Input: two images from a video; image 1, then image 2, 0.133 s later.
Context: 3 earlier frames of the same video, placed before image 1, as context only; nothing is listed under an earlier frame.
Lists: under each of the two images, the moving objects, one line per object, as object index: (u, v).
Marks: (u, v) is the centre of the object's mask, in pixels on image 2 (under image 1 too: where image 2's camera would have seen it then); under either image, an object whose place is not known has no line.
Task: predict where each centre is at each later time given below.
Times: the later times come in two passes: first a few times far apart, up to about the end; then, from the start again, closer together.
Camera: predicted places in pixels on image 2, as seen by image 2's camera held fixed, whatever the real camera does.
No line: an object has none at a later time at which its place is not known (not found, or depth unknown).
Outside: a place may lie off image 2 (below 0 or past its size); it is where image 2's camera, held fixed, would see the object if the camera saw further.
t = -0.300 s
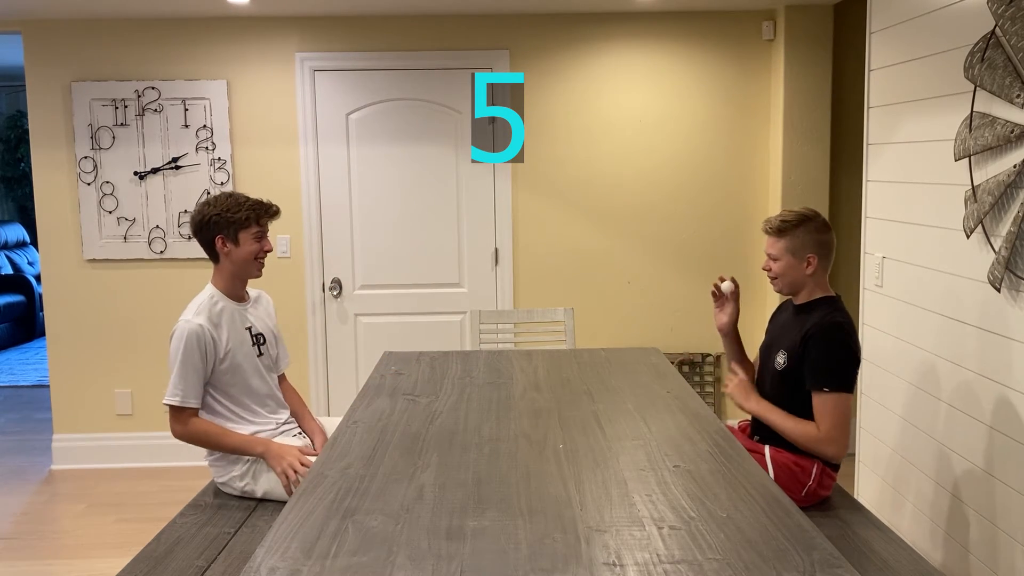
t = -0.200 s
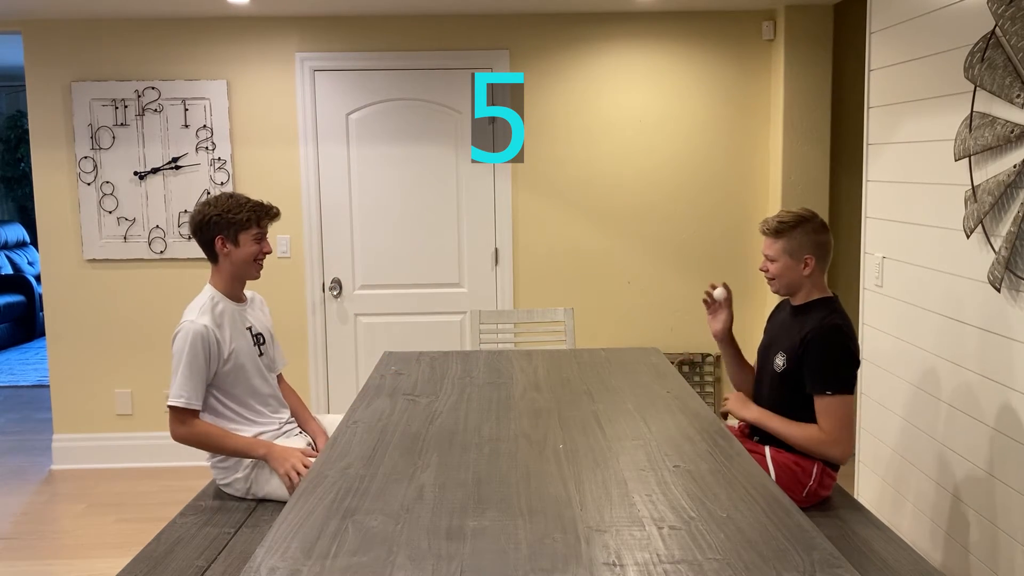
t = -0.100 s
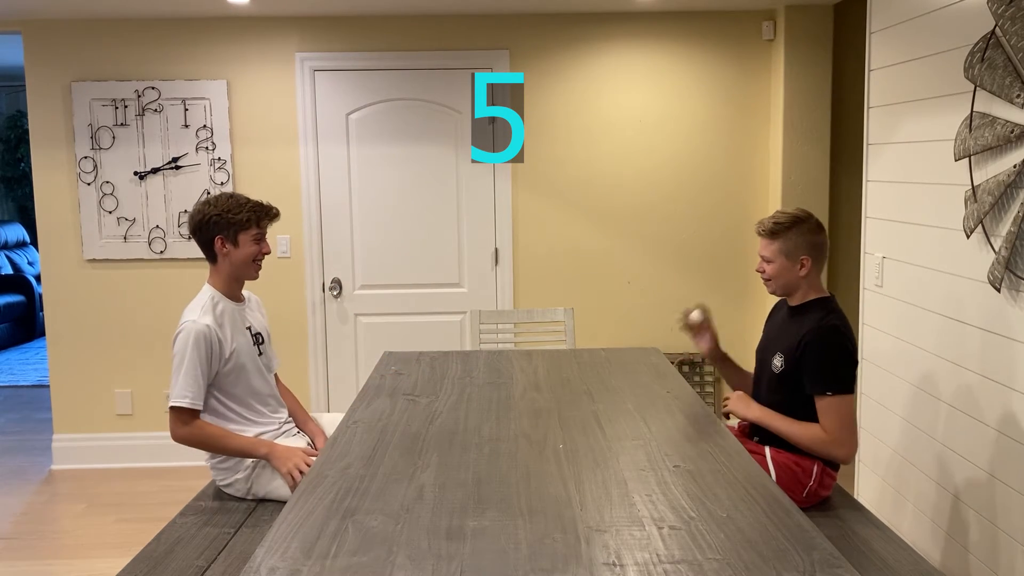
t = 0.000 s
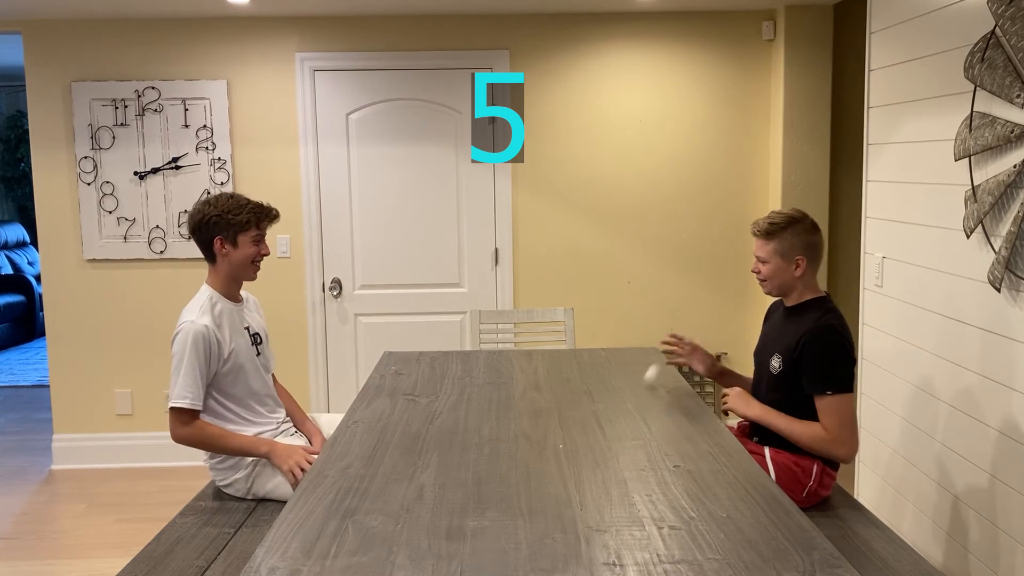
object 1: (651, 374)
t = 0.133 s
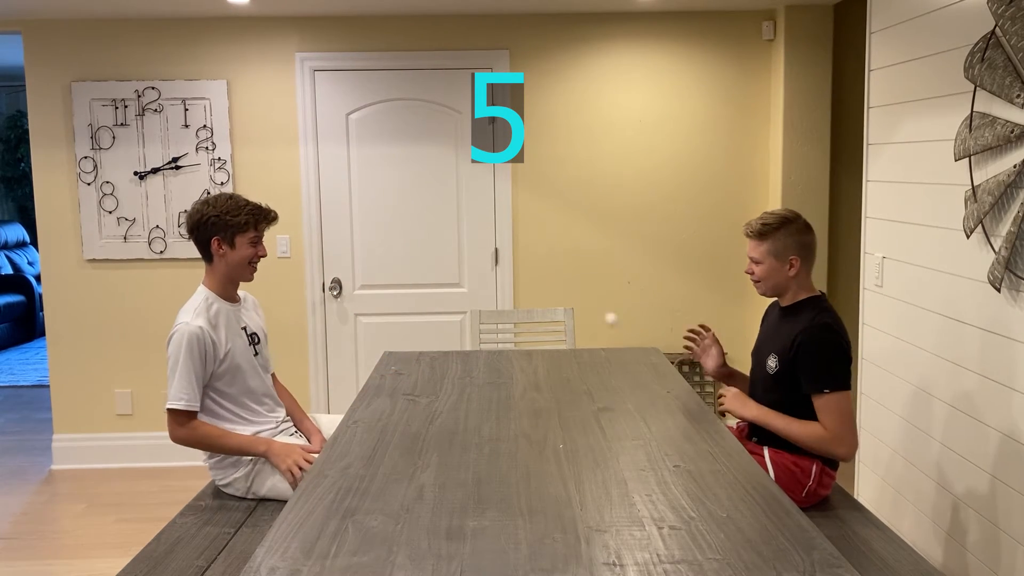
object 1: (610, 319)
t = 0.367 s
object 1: (545, 344)
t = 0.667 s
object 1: (467, 327)
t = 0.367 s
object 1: (545, 344)
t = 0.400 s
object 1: (536, 362)
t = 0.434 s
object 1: (528, 382)
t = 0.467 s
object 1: (518, 364)
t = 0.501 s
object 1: (509, 350)
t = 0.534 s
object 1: (500, 337)
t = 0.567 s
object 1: (492, 330)
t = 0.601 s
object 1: (484, 326)
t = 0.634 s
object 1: (475, 325)
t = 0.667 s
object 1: (467, 327)
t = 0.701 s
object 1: (459, 334)
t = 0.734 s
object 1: (451, 343)
